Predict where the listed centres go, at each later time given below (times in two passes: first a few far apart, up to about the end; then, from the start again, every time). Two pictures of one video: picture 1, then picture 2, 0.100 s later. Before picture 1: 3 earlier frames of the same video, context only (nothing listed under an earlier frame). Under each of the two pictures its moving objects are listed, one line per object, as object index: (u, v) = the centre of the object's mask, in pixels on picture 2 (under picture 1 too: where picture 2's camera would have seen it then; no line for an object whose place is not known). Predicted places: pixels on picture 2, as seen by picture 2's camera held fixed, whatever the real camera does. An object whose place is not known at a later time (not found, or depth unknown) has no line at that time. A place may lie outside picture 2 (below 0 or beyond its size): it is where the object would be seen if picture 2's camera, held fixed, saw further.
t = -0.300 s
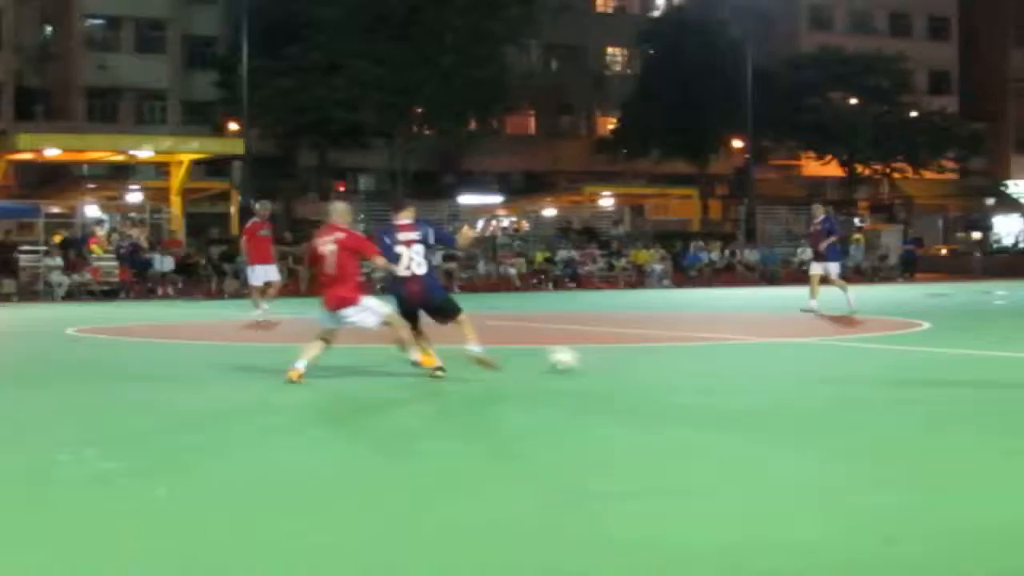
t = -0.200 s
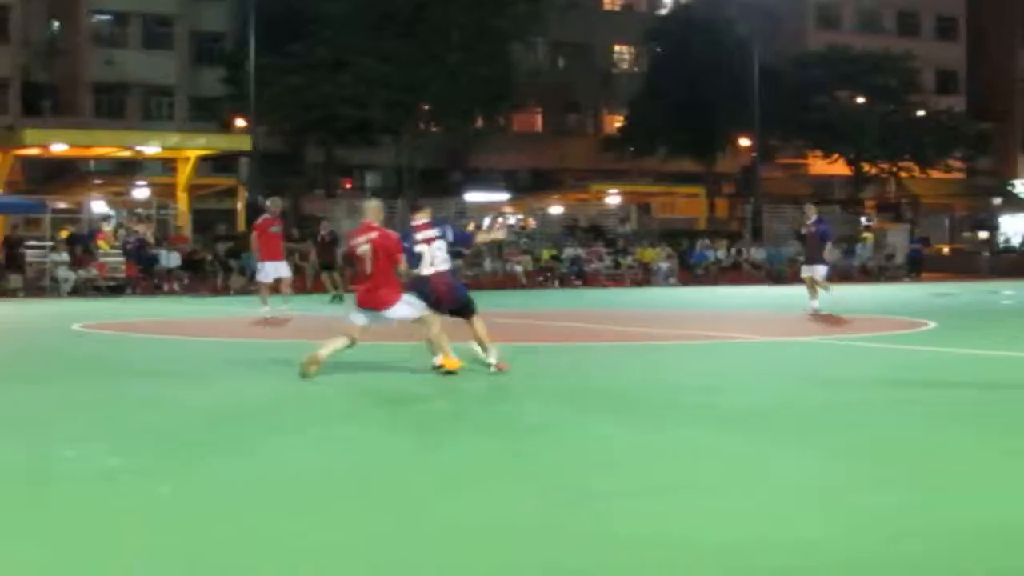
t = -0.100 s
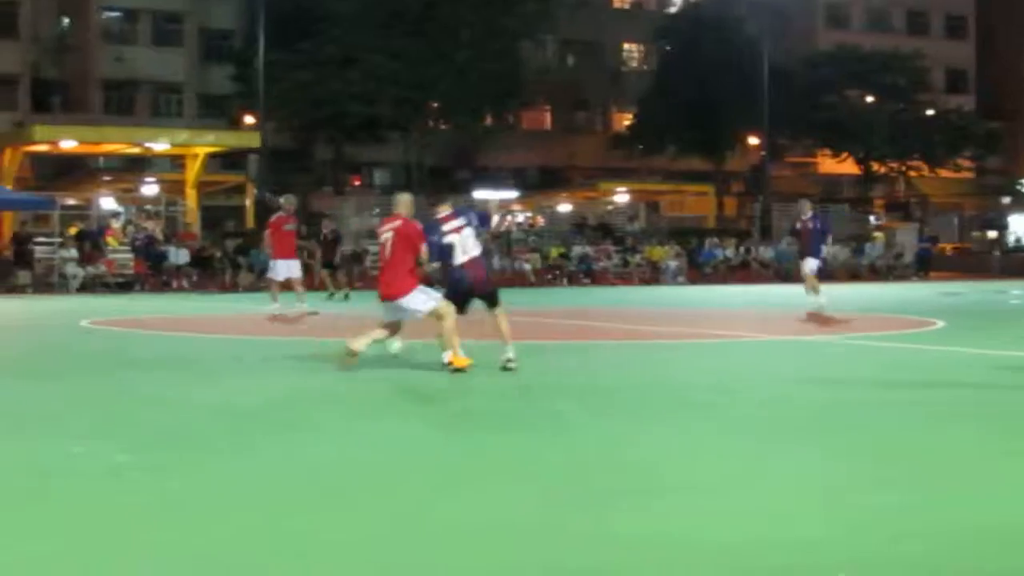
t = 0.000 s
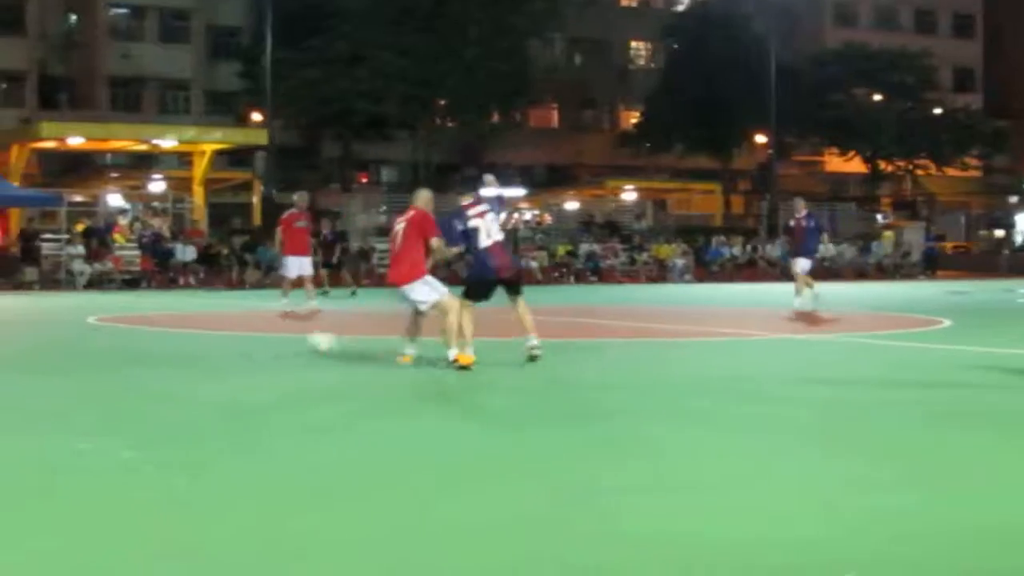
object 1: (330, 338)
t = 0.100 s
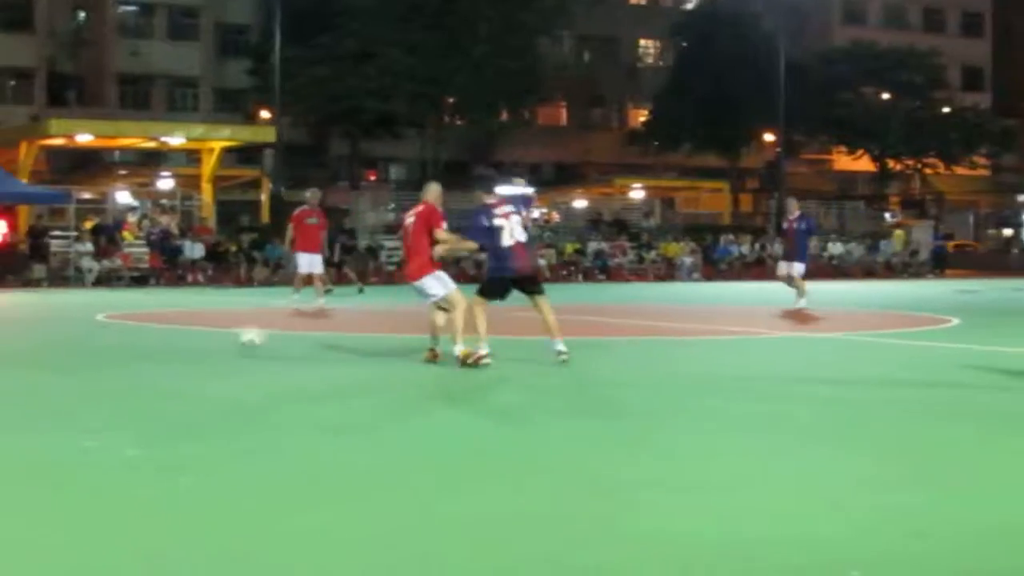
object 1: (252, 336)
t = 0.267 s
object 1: (126, 331)
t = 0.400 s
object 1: (29, 330)
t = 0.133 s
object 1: (225, 338)
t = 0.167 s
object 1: (199, 337)
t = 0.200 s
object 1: (174, 334)
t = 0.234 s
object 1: (149, 333)
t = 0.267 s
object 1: (126, 331)
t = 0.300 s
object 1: (101, 332)
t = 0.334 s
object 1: (76, 335)
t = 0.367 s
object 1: (52, 333)
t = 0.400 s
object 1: (29, 330)
